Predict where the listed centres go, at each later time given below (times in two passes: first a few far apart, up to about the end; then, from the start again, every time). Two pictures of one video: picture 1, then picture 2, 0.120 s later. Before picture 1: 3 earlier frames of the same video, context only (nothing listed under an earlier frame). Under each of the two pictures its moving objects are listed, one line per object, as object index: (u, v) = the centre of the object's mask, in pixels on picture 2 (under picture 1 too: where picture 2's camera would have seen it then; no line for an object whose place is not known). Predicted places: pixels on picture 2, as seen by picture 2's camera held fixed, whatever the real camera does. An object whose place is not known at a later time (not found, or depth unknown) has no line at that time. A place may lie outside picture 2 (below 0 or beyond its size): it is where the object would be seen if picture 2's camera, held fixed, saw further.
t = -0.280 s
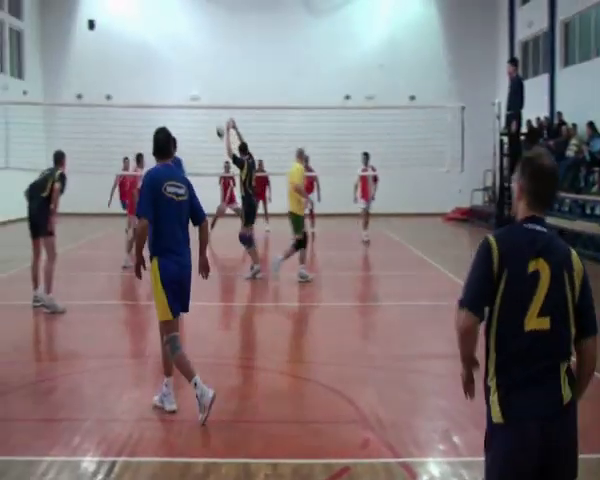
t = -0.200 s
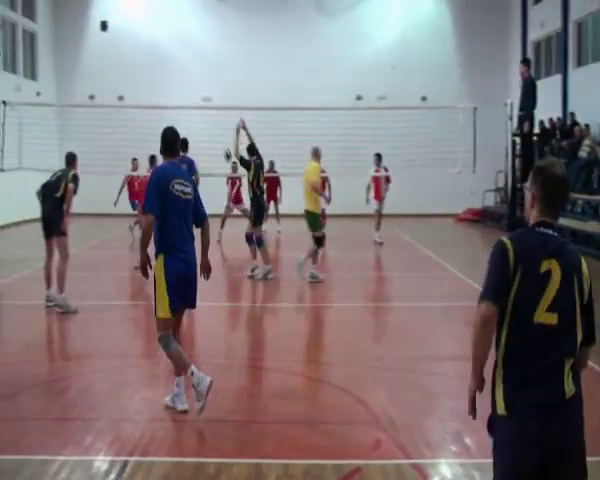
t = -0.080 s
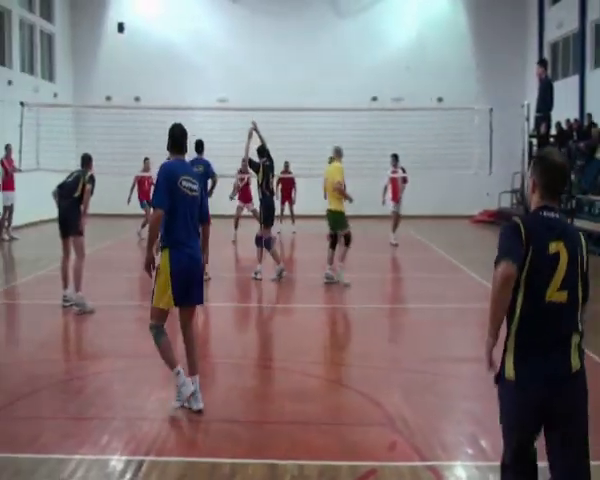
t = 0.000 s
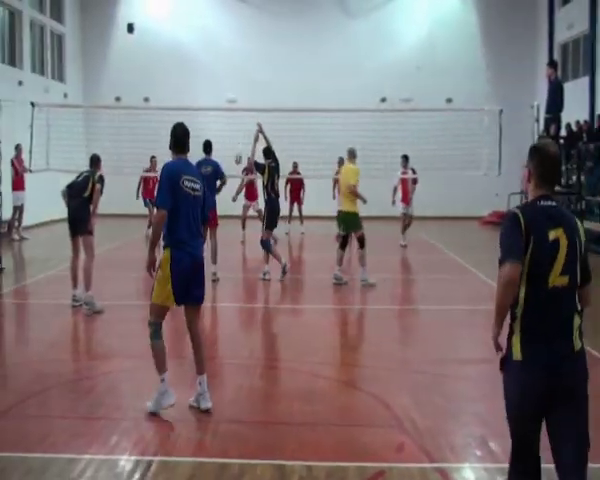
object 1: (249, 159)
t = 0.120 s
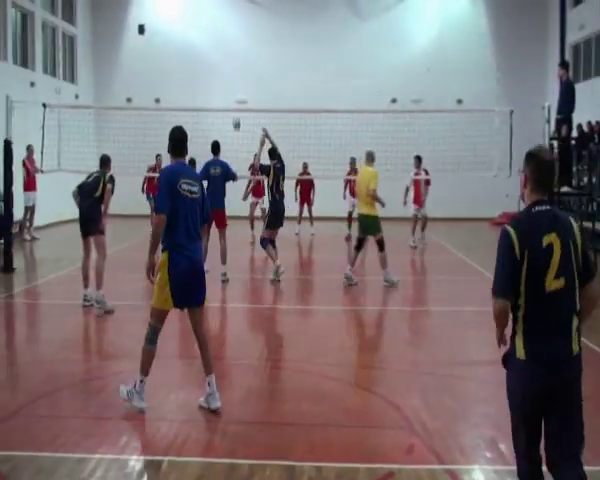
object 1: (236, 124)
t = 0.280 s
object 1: (221, 87)
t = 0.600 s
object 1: (187, 48)
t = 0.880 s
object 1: (156, 63)
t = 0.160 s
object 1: (232, 115)
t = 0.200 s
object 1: (228, 104)
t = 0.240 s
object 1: (224, 95)
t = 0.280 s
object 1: (221, 87)
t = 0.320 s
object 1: (216, 79)
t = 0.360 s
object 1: (212, 72)
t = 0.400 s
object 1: (209, 66)
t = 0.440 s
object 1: (205, 62)
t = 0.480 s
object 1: (200, 57)
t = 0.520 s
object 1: (196, 52)
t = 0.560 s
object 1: (192, 50)
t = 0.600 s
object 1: (187, 48)
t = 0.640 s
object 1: (183, 47)
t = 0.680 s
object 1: (179, 47)
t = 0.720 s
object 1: (174, 48)
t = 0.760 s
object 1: (169, 50)
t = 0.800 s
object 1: (165, 53)
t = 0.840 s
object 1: (160, 57)
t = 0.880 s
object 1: (156, 63)
